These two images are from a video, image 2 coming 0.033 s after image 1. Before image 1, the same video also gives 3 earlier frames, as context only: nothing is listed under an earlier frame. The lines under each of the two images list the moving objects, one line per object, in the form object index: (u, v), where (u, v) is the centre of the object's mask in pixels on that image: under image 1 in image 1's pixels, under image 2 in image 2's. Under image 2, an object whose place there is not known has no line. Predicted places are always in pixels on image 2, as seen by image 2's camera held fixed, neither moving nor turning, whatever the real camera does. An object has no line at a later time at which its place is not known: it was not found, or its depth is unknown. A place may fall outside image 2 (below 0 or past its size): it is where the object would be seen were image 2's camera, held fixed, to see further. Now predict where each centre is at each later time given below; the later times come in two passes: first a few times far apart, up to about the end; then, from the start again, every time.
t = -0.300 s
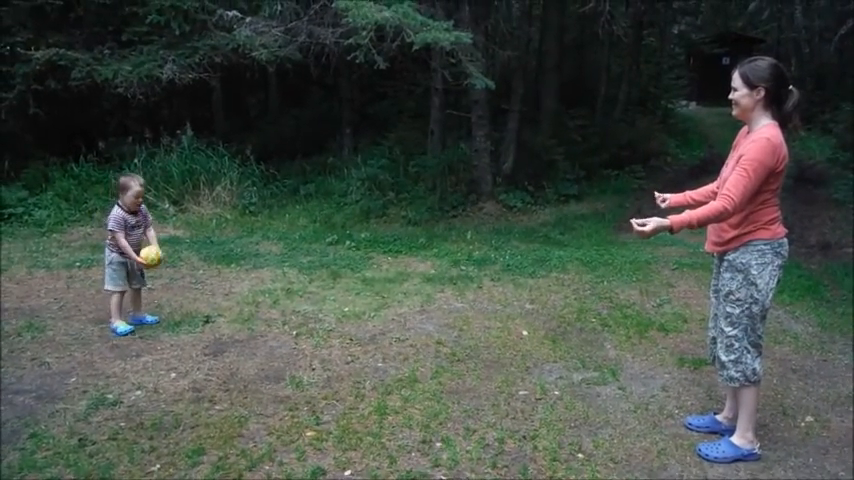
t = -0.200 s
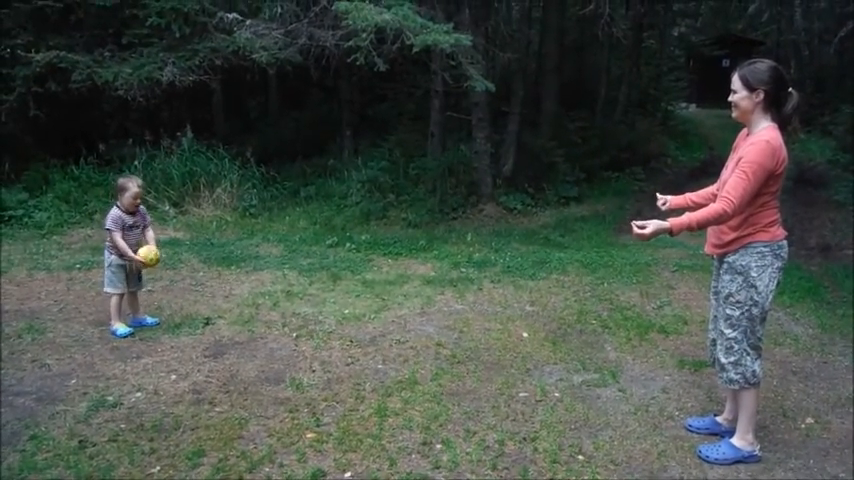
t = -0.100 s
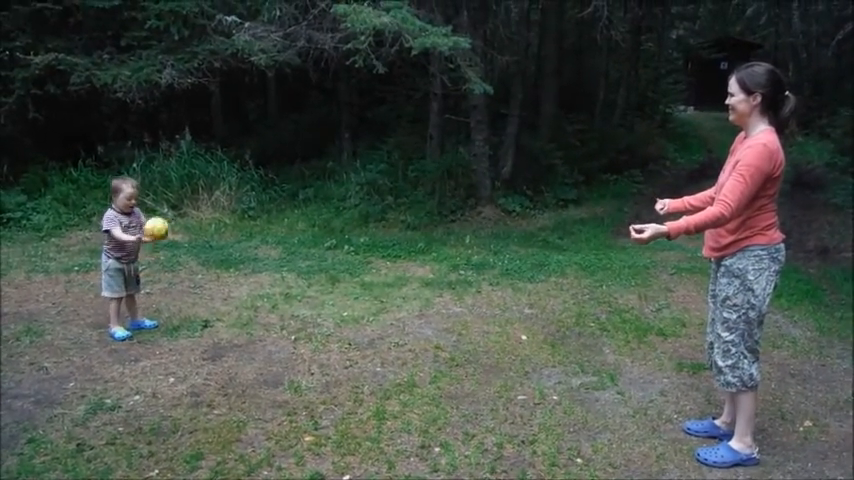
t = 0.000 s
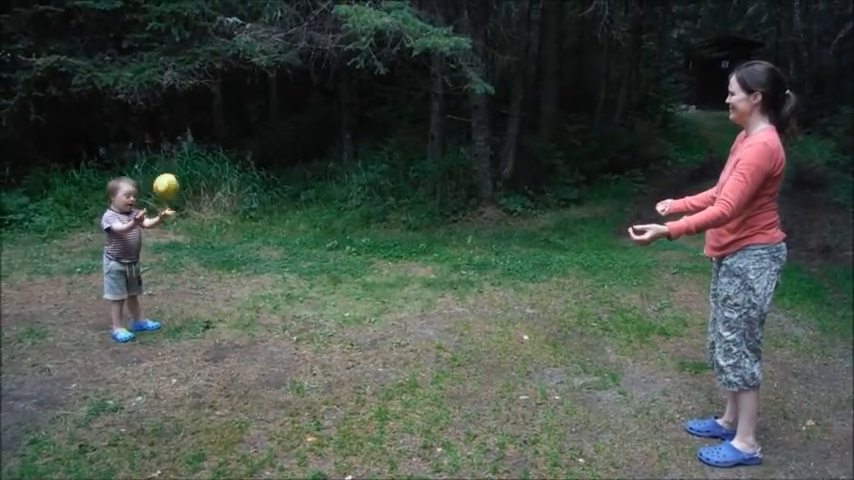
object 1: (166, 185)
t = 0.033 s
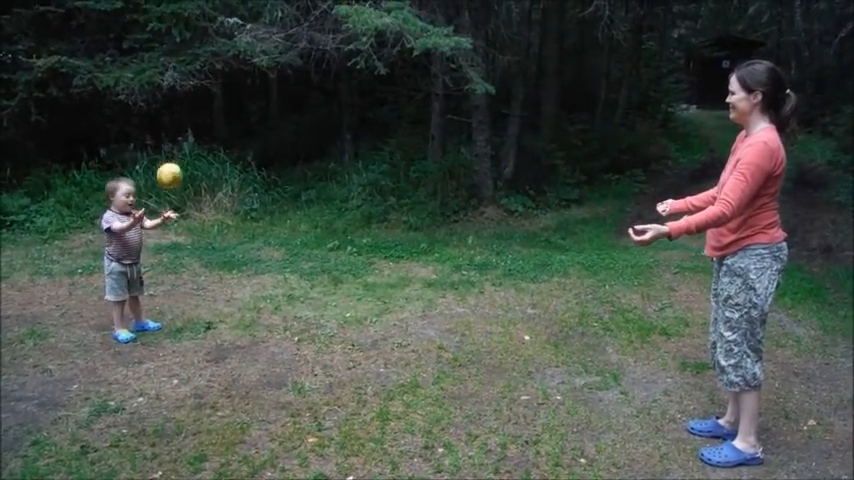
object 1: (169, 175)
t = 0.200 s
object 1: (185, 148)
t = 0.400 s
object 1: (208, 182)
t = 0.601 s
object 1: (235, 289)
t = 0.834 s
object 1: (255, 336)
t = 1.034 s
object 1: (264, 324)
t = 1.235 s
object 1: (276, 388)
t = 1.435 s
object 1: (285, 384)
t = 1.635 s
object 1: (292, 409)
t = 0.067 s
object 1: (171, 166)
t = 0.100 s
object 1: (175, 159)
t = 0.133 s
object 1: (178, 152)
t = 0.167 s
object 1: (181, 149)
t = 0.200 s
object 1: (185, 148)
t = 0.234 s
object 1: (188, 148)
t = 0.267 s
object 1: (192, 150)
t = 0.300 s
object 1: (196, 156)
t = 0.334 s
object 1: (200, 162)
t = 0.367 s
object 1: (204, 171)
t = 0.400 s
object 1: (208, 182)
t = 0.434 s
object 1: (212, 194)
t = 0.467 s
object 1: (216, 210)
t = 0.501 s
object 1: (221, 226)
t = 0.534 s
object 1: (226, 245)
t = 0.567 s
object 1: (231, 267)
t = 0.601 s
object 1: (235, 289)
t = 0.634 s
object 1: (240, 315)
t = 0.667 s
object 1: (244, 340)
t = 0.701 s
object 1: (250, 370)
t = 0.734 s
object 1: (252, 370)
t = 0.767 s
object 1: (253, 356)
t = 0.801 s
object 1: (254, 345)
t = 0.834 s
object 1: (255, 336)
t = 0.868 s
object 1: (257, 328)
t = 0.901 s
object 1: (258, 323)
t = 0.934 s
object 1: (259, 320)
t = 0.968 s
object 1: (261, 319)
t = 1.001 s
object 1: (262, 320)
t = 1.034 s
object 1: (264, 324)
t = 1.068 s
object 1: (265, 329)
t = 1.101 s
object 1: (267, 336)
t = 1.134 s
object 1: (269, 346)
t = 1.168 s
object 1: (272, 358)
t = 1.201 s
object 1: (274, 372)
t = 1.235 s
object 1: (276, 388)
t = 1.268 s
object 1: (278, 400)
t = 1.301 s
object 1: (279, 396)
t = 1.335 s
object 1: (281, 387)
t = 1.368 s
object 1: (282, 383)
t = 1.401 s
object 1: (283, 382)
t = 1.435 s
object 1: (285, 384)
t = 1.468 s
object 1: (286, 387)
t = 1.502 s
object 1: (288, 393)
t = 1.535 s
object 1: (289, 400)
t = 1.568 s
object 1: (291, 411)
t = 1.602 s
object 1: (291, 410)
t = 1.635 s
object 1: (292, 409)
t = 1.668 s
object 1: (292, 409)
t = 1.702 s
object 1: (292, 411)
